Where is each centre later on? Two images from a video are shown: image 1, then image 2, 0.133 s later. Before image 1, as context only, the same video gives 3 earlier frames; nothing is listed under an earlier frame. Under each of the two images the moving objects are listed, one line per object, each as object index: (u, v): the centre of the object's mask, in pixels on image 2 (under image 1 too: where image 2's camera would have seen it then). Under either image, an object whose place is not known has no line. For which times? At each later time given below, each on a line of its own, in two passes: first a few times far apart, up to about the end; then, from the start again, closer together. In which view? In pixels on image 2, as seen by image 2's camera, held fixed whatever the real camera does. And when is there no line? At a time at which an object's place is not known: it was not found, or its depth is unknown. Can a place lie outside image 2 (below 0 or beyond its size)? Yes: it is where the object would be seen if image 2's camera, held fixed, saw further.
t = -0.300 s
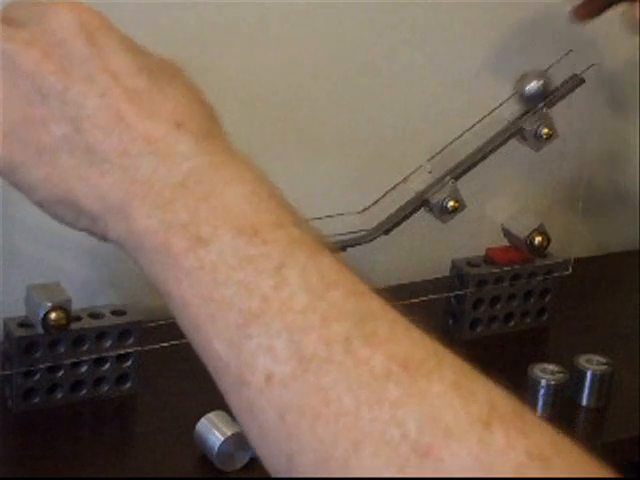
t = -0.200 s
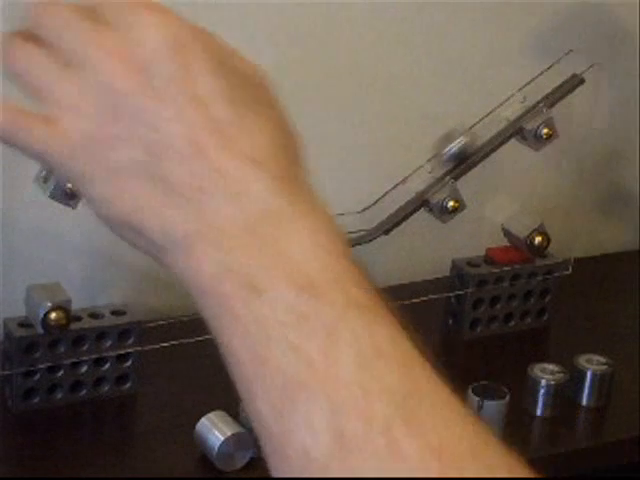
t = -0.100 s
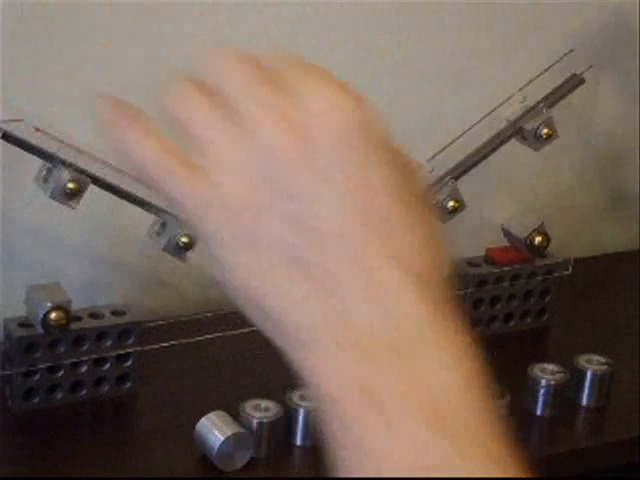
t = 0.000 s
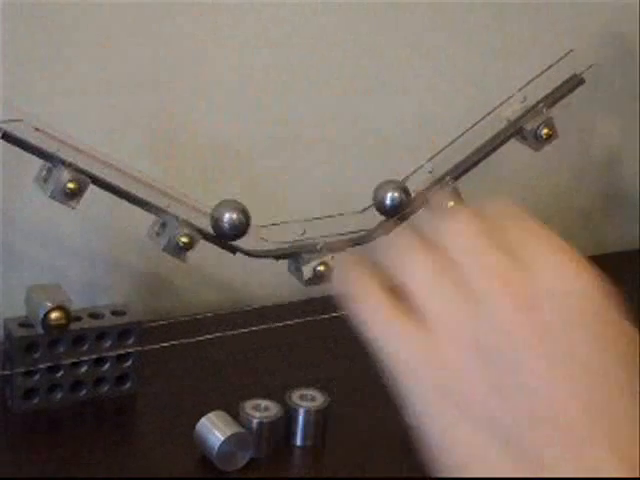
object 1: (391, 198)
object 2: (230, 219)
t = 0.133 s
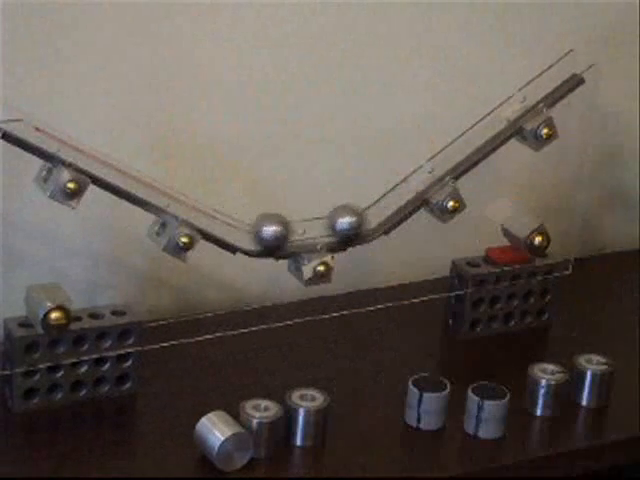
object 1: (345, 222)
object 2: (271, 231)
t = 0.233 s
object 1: (351, 222)
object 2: (263, 231)
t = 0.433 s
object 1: (348, 223)
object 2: (274, 230)
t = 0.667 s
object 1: (344, 223)
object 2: (285, 228)
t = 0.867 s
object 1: (350, 223)
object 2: (273, 230)
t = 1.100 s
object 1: (336, 225)
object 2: (269, 231)
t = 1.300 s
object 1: (323, 226)
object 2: (278, 230)
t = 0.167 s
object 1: (329, 225)
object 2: (287, 228)
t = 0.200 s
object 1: (341, 224)
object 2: (274, 230)
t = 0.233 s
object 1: (351, 222)
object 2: (263, 231)
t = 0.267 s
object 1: (356, 221)
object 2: (258, 231)
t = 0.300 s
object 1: (359, 220)
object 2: (256, 231)
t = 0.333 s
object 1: (359, 220)
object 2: (257, 231)
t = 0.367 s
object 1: (357, 221)
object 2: (261, 231)
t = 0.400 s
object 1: (354, 222)
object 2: (267, 231)
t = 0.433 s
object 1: (348, 223)
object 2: (274, 230)
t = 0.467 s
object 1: (342, 224)
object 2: (281, 229)
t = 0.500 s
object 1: (337, 225)
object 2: (288, 228)
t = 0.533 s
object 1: (332, 225)
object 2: (294, 227)
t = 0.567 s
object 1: (336, 225)
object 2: (291, 228)
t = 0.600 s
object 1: (339, 224)
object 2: (289, 228)
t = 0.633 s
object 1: (342, 224)
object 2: (287, 228)
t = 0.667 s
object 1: (344, 223)
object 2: (285, 228)
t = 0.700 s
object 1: (346, 223)
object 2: (283, 228)
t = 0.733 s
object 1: (348, 223)
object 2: (281, 229)
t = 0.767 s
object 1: (350, 223)
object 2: (279, 229)
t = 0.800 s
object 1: (351, 223)
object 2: (277, 229)
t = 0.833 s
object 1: (351, 223)
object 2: (275, 230)
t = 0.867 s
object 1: (350, 223)
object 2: (273, 230)
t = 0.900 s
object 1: (348, 223)
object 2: (272, 230)
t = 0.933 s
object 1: (347, 223)
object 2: (271, 230)
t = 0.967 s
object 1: (344, 223)
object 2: (269, 231)
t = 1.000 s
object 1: (342, 224)
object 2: (269, 231)
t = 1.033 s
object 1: (340, 224)
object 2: (269, 231)
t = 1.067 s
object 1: (338, 224)
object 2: (269, 231)
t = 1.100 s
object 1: (336, 225)
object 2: (269, 231)
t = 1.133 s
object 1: (334, 225)
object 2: (271, 231)
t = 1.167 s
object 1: (332, 225)
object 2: (272, 230)
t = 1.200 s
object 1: (329, 225)
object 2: (273, 230)
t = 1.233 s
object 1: (327, 225)
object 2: (275, 230)
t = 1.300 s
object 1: (323, 226)
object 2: (278, 230)
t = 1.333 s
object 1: (322, 225)
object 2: (279, 229)
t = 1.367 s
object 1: (320, 226)
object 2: (280, 229)
